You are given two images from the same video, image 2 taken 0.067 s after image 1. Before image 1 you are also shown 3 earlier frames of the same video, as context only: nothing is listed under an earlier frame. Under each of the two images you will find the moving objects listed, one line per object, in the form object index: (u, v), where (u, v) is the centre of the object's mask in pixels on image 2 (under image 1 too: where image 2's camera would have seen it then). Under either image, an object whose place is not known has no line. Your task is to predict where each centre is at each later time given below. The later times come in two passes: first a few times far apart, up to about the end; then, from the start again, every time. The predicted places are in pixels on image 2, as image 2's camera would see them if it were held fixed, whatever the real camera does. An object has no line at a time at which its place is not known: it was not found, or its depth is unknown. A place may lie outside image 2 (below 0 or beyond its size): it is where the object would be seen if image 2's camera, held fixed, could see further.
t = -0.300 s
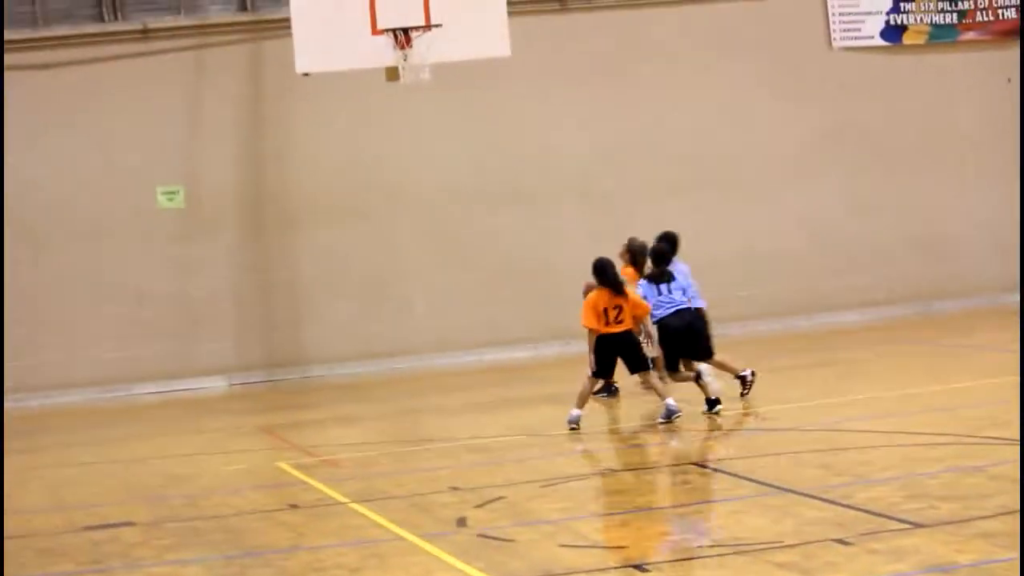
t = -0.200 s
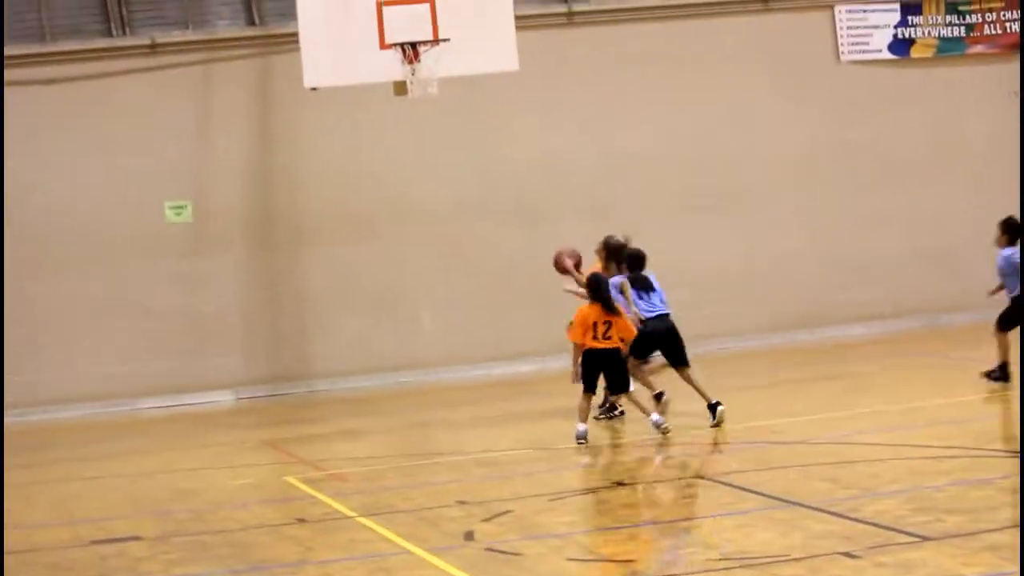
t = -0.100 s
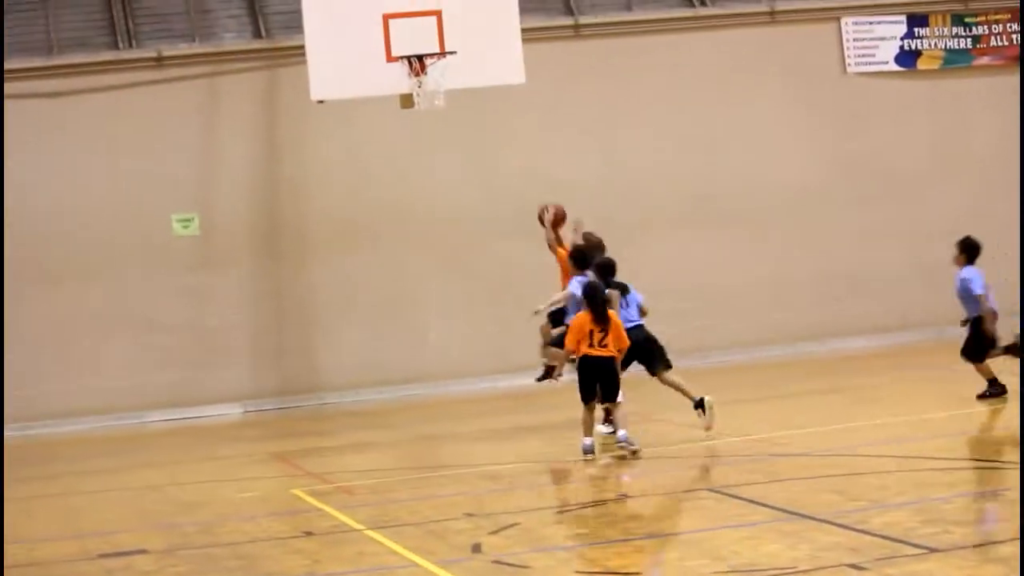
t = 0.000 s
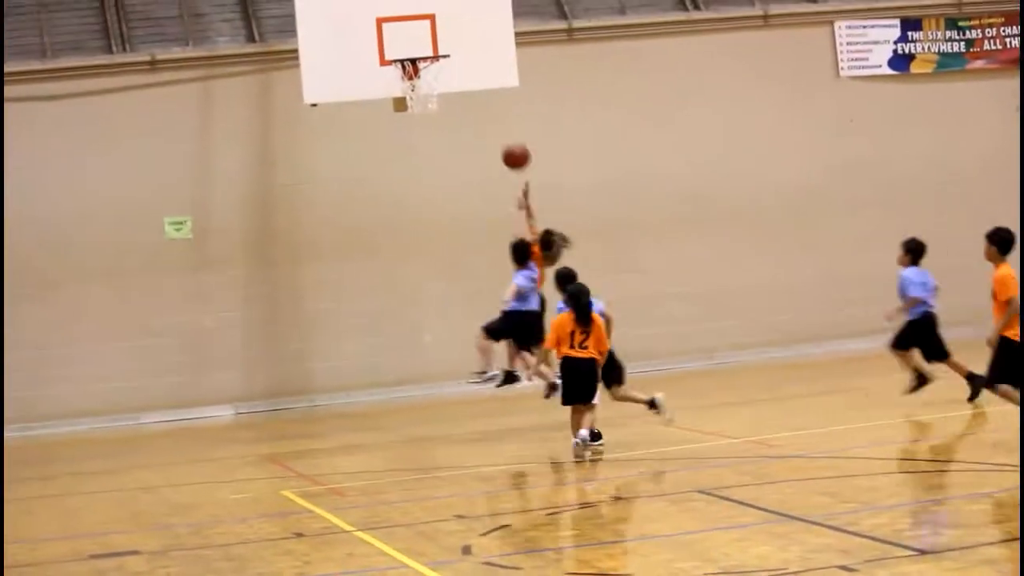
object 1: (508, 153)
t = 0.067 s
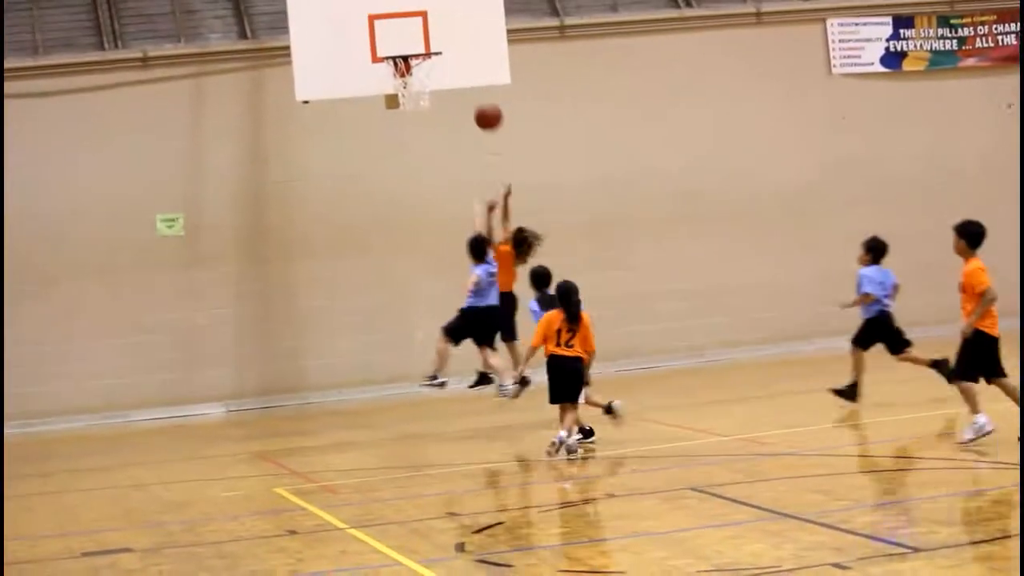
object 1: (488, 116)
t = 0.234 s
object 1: (446, 53)
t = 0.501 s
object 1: (456, 54)
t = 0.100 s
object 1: (478, 100)
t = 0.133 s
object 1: (468, 86)
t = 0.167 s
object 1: (457, 71)
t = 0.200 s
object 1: (450, 60)
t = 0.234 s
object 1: (446, 53)
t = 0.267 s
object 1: (442, 46)
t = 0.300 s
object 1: (442, 44)
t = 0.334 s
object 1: (442, 42)
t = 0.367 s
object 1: (445, 42)
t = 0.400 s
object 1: (448, 43)
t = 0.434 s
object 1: (451, 46)
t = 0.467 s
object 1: (453, 49)
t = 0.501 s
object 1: (456, 54)
